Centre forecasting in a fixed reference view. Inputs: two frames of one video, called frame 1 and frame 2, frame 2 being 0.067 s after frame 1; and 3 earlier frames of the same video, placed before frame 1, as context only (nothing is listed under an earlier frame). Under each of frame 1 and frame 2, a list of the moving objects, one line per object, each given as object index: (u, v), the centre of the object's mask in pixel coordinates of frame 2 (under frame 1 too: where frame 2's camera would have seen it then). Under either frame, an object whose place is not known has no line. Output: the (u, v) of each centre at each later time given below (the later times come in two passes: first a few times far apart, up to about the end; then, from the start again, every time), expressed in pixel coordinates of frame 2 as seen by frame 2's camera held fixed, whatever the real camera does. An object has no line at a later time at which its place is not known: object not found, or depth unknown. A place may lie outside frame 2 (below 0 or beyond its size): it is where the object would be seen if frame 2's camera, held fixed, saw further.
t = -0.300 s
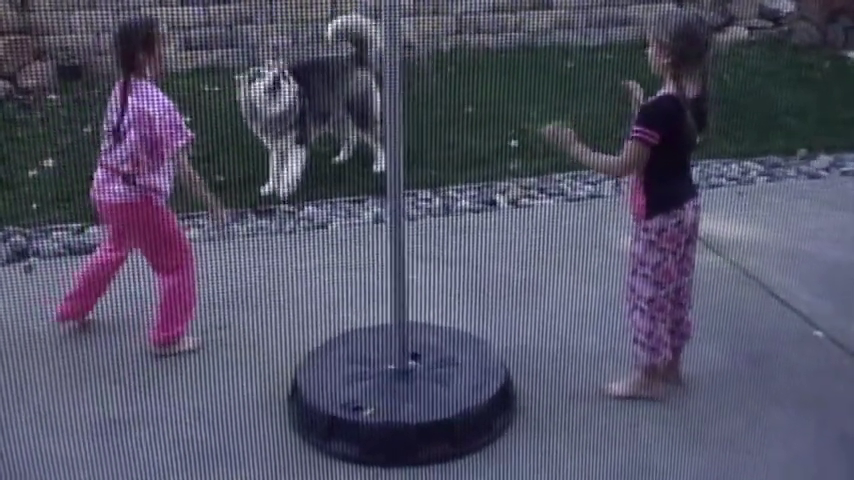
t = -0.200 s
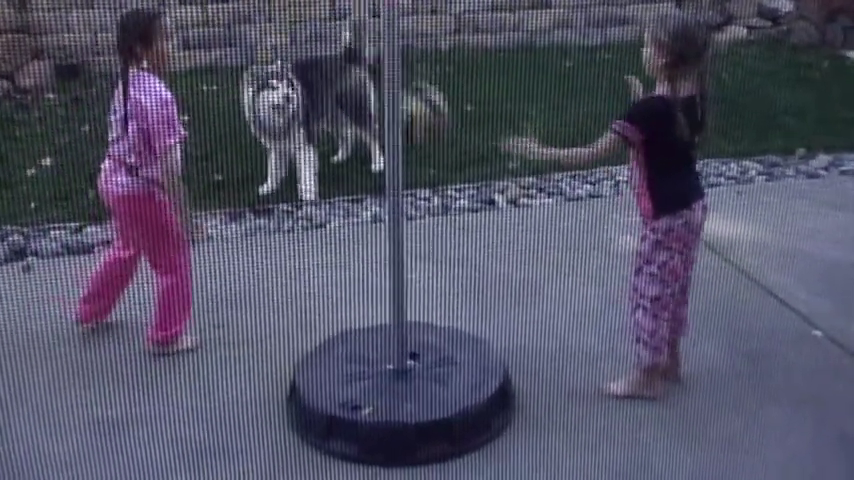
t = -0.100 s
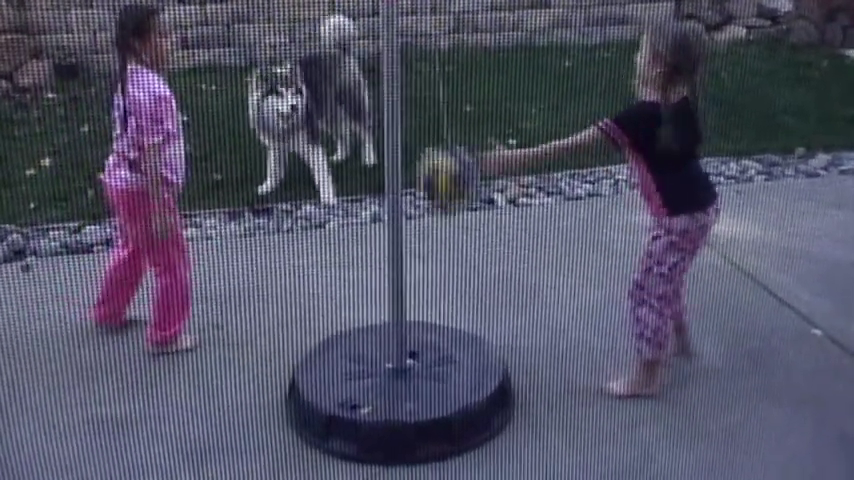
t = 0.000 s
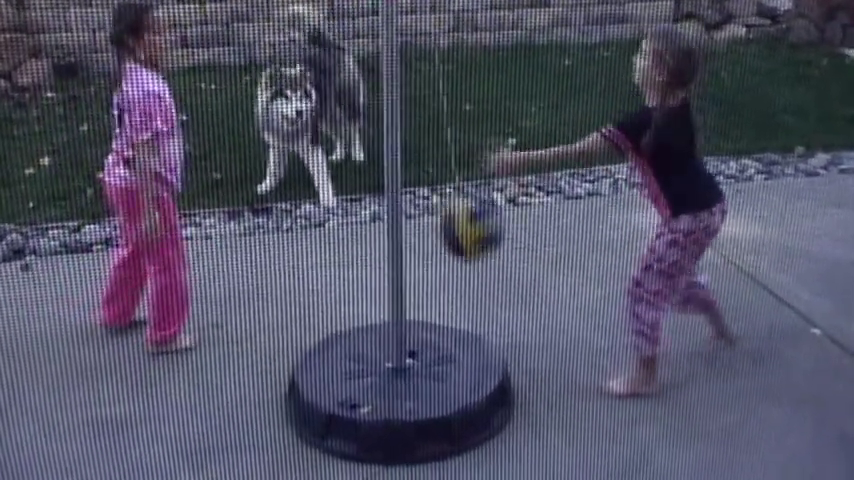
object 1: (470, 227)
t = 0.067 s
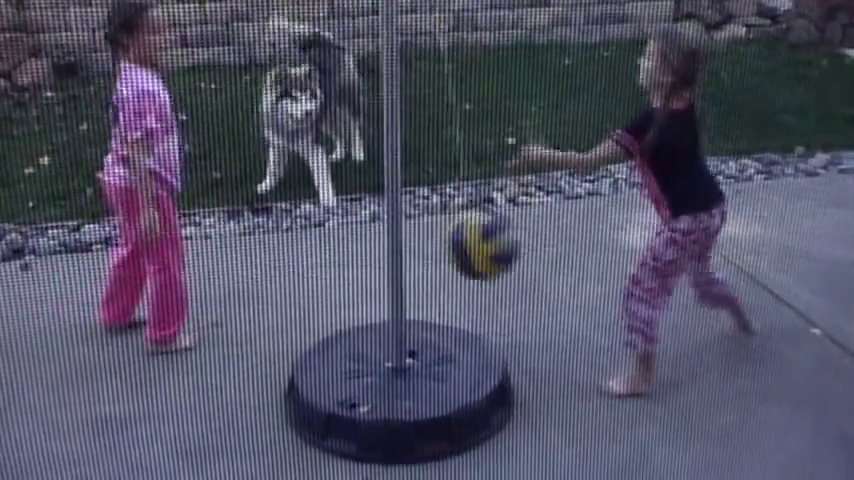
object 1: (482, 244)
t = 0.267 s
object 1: (495, 210)
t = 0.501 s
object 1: (455, 67)
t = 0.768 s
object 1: (370, 58)
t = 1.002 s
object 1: (321, 202)
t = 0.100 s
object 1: (487, 247)
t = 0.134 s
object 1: (491, 249)
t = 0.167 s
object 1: (494, 245)
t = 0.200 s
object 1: (494, 239)
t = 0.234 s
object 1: (495, 227)
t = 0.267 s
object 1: (495, 210)
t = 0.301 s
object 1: (493, 192)
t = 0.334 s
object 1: (491, 172)
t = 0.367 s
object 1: (486, 150)
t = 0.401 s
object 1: (480, 127)
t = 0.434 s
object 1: (472, 103)
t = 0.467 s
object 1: (465, 88)
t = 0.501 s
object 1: (455, 67)
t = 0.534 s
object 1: (446, 56)
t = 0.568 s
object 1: (437, 52)
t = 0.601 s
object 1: (427, 48)
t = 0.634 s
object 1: (414, 45)
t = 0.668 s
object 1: (403, 46)
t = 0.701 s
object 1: (390, 48)
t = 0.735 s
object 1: (381, 53)
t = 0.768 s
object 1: (370, 58)
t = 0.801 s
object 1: (360, 71)
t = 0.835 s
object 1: (352, 85)
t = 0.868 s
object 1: (343, 111)
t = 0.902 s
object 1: (338, 136)
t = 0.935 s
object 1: (331, 160)
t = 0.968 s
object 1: (326, 182)
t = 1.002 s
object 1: (321, 202)
